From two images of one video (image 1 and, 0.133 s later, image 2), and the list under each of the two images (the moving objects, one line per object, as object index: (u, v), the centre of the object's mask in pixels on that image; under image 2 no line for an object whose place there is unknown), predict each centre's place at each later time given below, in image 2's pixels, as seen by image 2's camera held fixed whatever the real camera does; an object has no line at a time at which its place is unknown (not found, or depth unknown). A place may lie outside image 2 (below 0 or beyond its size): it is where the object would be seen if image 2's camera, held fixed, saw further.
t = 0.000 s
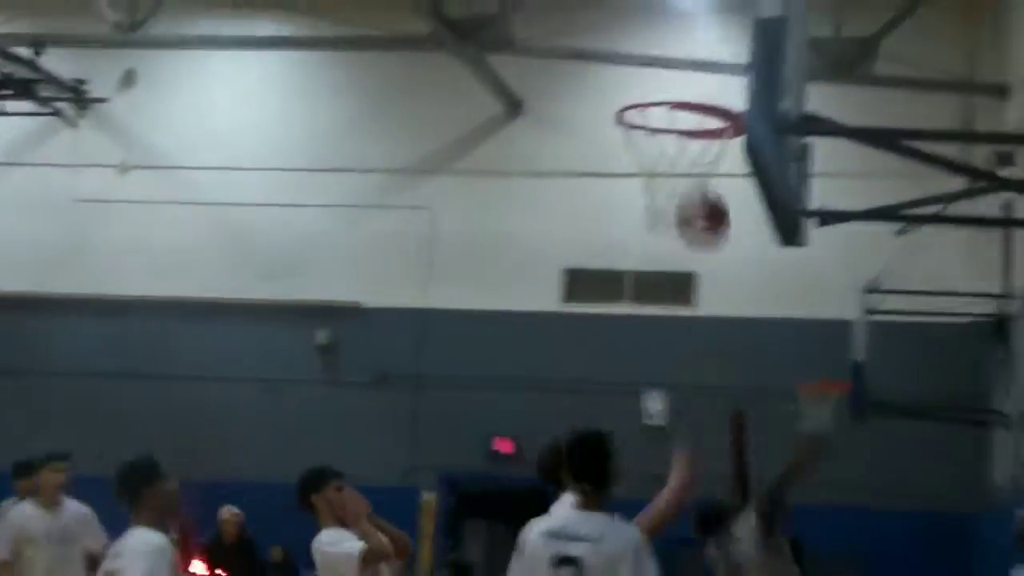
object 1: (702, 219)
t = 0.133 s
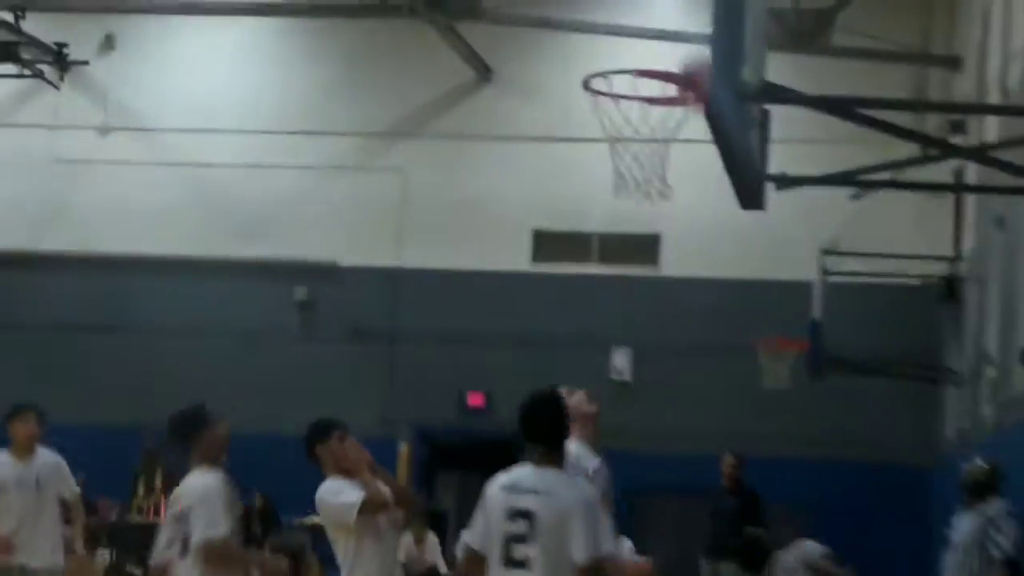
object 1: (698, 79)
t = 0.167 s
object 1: (699, 60)
